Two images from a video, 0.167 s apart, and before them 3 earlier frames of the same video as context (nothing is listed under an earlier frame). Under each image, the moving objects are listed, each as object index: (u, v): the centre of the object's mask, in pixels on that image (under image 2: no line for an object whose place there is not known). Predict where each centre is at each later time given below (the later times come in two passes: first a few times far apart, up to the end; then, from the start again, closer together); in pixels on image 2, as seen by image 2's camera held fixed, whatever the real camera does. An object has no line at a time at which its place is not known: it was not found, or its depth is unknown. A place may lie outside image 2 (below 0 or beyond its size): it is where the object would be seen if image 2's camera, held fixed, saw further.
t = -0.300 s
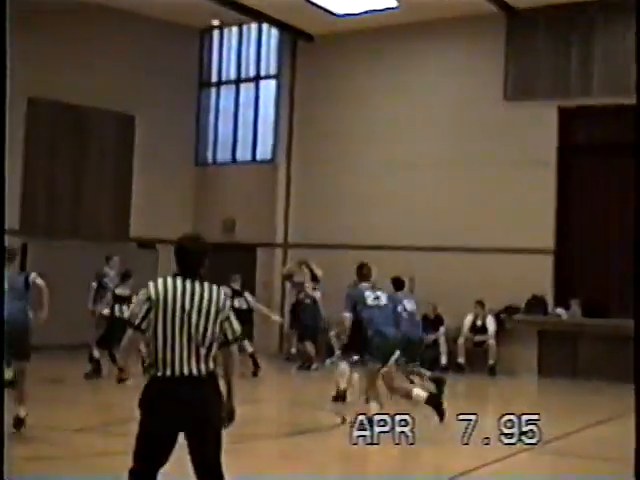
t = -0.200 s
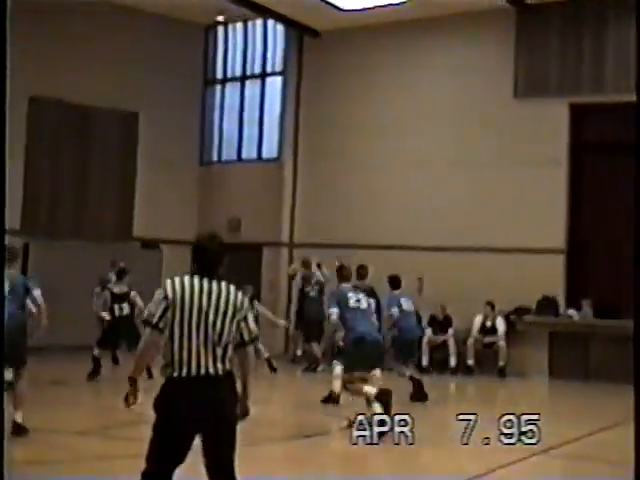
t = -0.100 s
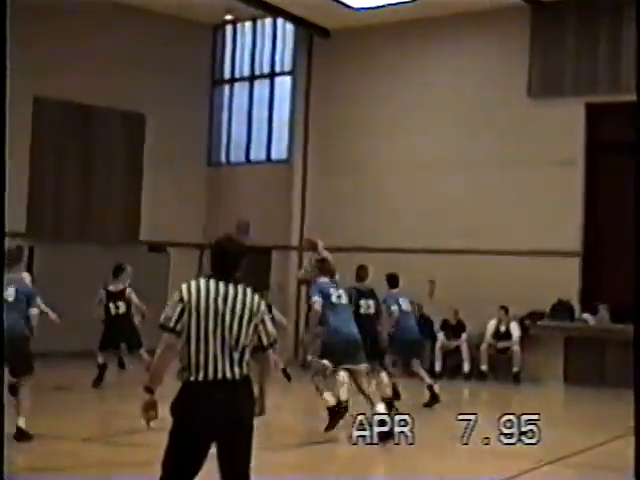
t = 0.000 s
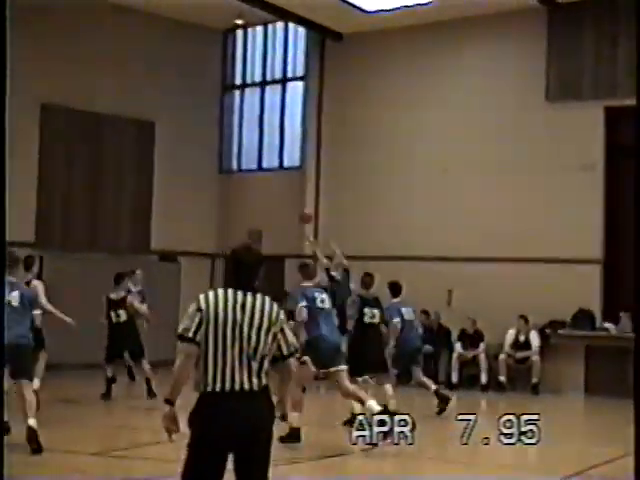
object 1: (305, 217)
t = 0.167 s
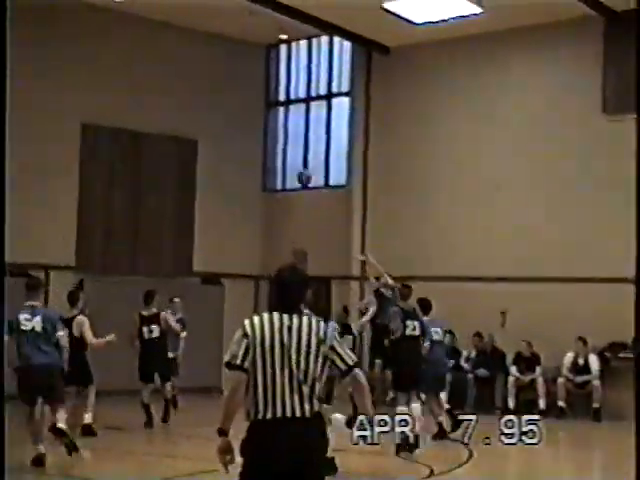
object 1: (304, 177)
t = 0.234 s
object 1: (284, 159)
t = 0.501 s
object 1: (197, 110)
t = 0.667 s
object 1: (139, 103)
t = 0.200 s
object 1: (295, 168)
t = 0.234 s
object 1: (284, 159)
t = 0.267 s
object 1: (275, 149)
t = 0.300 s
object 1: (263, 141)
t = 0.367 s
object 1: (243, 128)
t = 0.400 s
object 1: (231, 123)
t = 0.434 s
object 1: (220, 117)
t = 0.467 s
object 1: (209, 113)
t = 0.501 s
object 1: (197, 110)
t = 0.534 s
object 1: (186, 107)
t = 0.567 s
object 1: (175, 105)
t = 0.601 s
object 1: (163, 103)
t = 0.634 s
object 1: (151, 103)
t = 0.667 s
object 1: (139, 103)
